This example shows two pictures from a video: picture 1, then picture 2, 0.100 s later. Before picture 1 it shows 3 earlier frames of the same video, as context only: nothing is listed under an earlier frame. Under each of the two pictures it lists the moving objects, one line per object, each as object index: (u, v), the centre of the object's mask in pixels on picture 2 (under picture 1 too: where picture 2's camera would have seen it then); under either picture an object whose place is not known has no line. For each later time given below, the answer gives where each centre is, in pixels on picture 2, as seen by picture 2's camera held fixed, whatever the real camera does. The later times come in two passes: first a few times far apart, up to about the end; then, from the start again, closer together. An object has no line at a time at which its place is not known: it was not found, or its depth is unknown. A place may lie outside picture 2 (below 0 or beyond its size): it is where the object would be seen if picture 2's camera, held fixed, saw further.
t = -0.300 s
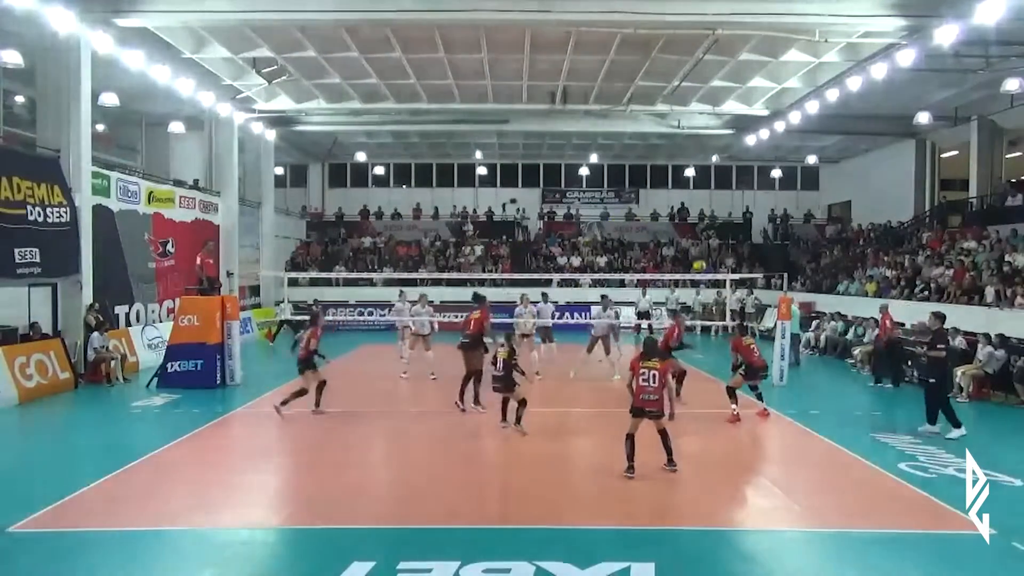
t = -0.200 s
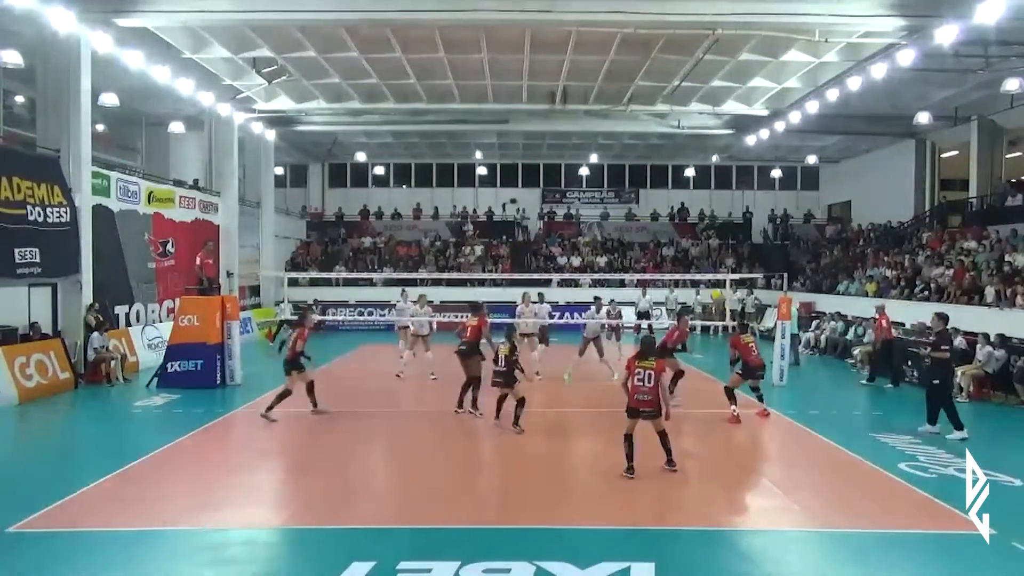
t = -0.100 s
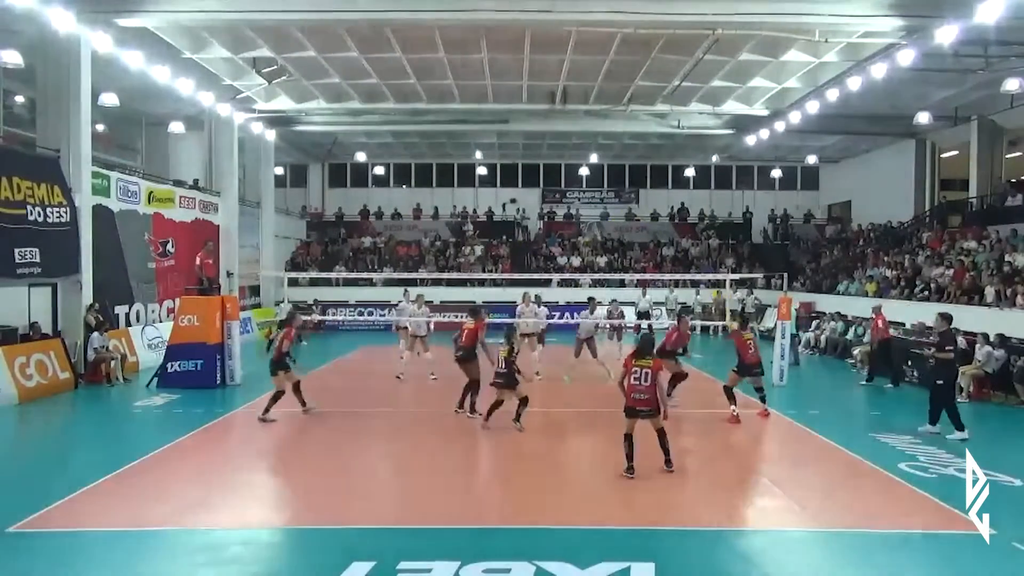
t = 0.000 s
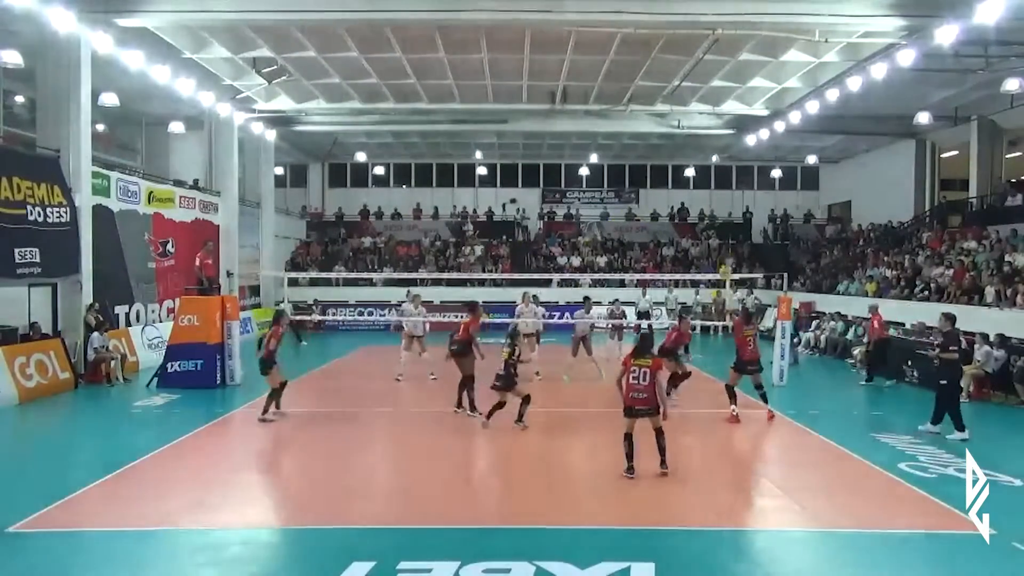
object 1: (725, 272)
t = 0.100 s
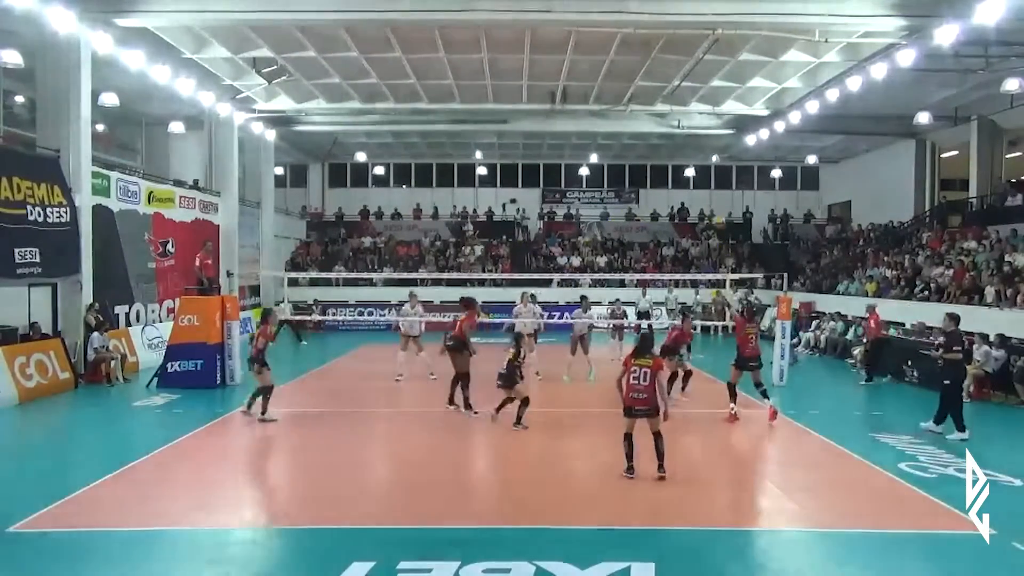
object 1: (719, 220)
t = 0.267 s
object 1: (707, 151)
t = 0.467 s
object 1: (691, 88)
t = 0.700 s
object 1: (673, 48)
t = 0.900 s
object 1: (658, 41)
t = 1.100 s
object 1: (640, 58)
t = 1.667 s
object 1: (594, 249)
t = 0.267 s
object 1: (707, 151)
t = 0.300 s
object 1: (704, 138)
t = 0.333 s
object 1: (701, 129)
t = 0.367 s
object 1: (698, 118)
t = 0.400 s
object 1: (696, 107)
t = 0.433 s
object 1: (694, 97)
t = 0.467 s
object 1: (691, 88)
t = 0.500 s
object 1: (688, 81)
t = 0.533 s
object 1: (687, 73)
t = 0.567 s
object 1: (684, 68)
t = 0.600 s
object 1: (681, 61)
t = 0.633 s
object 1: (679, 57)
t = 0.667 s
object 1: (675, 54)
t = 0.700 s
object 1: (673, 48)
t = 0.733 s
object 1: (671, 47)
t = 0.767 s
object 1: (669, 42)
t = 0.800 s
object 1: (665, 41)
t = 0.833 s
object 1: (663, 41)
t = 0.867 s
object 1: (660, 40)
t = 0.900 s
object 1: (658, 41)
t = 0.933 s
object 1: (654, 42)
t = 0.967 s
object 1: (652, 45)
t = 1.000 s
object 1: (648, 45)
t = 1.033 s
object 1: (646, 50)
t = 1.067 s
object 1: (643, 53)
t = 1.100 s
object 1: (640, 58)
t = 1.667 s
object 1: (594, 249)
